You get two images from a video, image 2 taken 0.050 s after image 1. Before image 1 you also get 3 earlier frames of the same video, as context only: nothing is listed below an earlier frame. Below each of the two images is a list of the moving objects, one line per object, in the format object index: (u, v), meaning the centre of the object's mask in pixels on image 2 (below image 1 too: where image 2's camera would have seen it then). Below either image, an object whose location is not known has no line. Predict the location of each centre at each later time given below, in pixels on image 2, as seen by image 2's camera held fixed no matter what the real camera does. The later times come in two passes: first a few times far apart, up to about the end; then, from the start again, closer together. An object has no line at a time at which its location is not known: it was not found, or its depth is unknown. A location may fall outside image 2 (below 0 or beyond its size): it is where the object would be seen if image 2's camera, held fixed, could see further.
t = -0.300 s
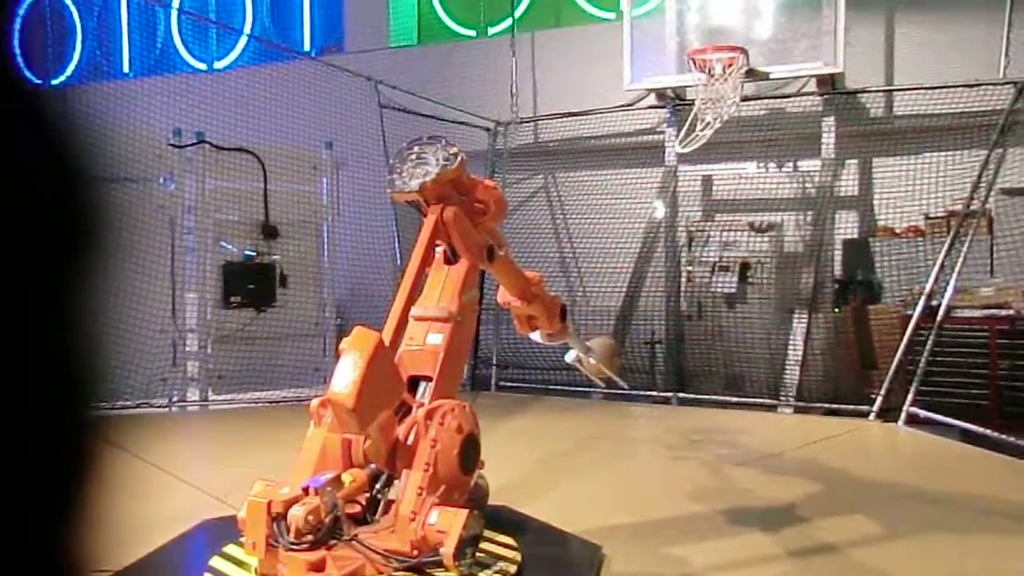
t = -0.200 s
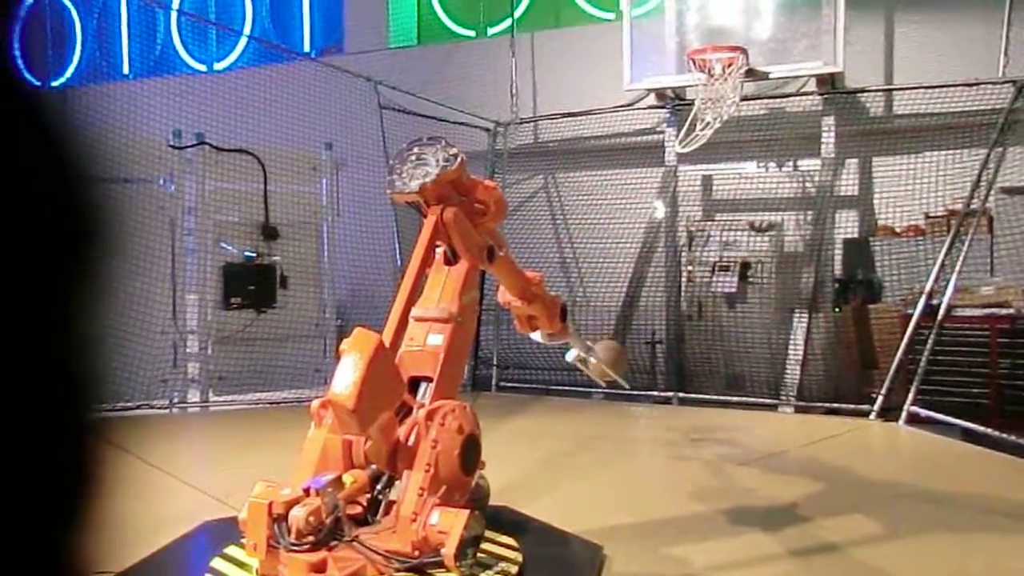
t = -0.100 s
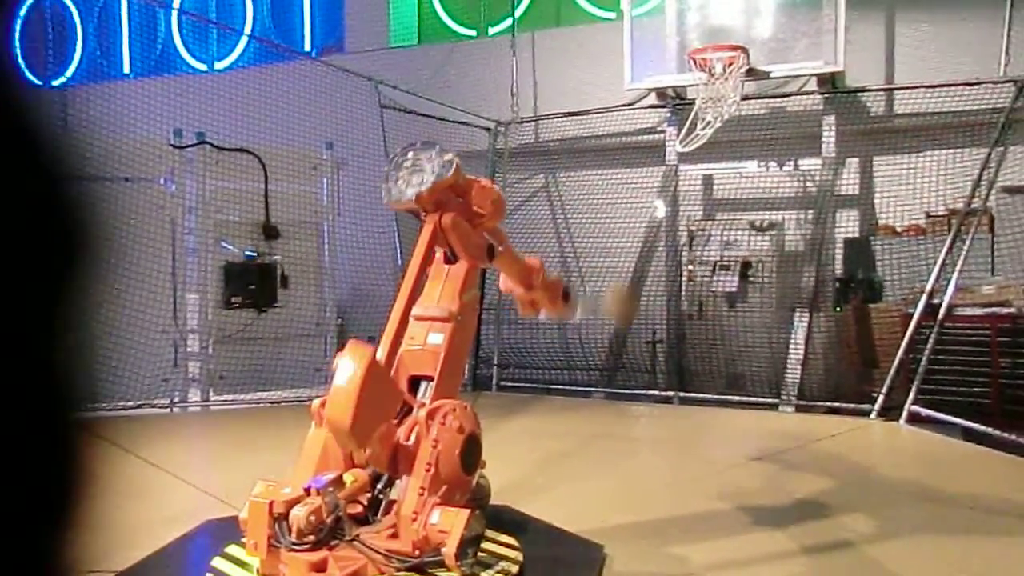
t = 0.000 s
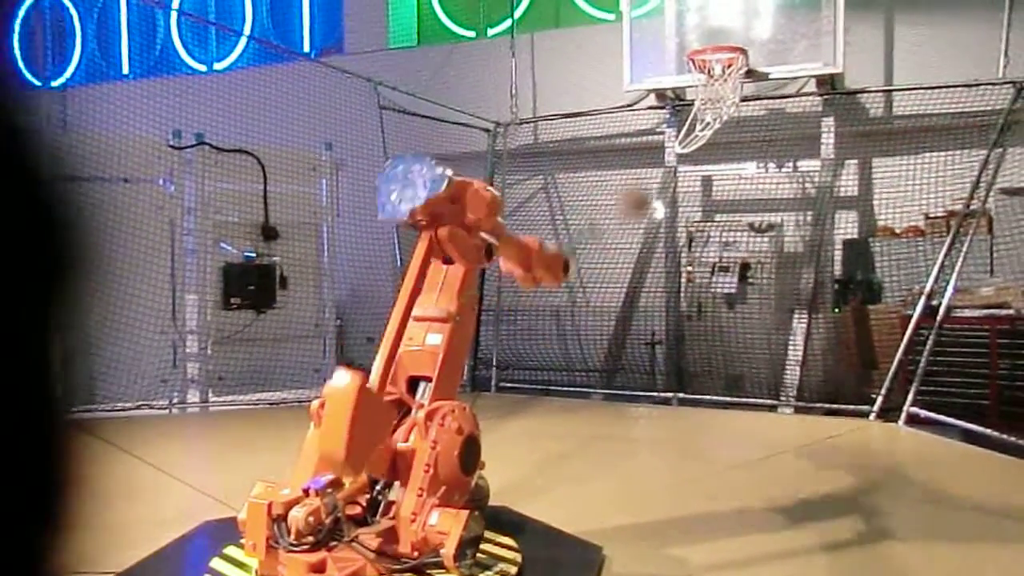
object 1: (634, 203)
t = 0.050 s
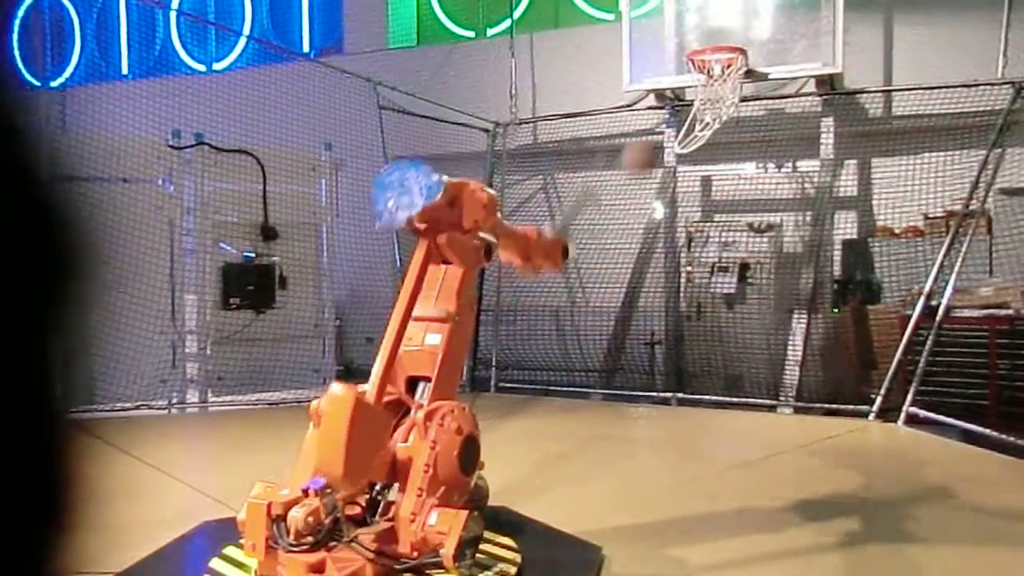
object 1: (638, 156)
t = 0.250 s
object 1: (662, 39)
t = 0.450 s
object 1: (681, 2)
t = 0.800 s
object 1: (713, 29)
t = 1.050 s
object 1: (707, 66)
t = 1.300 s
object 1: (701, 108)
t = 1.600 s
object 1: (707, 113)
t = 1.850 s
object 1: (691, 135)
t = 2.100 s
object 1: (663, 184)
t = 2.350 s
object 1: (630, 321)
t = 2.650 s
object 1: (582, 293)
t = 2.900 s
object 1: (536, 247)
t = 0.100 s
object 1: (645, 123)
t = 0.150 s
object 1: (650, 93)
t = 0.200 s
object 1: (656, 62)
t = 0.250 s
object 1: (662, 39)
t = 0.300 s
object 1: (667, 20)
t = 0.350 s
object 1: (673, 9)
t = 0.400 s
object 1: (677, 4)
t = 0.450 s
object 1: (681, 2)
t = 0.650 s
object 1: (699, 2)
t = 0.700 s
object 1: (703, 6)
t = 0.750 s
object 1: (709, 13)
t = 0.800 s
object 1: (713, 29)
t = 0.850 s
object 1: (712, 33)
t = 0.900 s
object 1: (710, 35)
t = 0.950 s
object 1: (708, 38)
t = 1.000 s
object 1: (707, 42)
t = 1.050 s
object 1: (707, 66)
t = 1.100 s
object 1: (710, 71)
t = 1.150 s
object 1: (719, 89)
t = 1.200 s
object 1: (717, 102)
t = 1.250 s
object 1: (713, 106)
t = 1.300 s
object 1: (701, 108)
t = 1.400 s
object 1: (707, 105)
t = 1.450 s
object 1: (705, 108)
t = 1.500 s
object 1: (706, 111)
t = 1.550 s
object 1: (707, 112)
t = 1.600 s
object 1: (707, 113)
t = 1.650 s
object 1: (706, 118)
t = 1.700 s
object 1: (703, 120)
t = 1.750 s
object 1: (700, 124)
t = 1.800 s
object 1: (695, 130)
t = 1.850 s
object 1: (691, 135)
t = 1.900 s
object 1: (685, 139)
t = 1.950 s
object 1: (680, 145)
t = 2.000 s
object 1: (675, 155)
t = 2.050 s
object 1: (669, 167)
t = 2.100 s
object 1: (663, 184)
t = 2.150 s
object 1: (658, 203)
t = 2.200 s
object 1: (650, 232)
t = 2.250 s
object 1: (645, 256)
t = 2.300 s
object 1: (637, 286)
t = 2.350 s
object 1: (630, 321)
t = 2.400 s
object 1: (624, 359)
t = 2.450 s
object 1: (618, 388)
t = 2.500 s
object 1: (609, 363)
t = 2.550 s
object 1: (599, 337)
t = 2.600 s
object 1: (591, 315)
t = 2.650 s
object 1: (582, 293)
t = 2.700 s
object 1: (573, 279)
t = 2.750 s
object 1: (566, 265)
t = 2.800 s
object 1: (556, 254)
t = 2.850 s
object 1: (545, 249)
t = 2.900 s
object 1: (536, 247)
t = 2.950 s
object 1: (526, 248)
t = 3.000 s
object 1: (516, 255)
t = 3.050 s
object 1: (504, 264)
